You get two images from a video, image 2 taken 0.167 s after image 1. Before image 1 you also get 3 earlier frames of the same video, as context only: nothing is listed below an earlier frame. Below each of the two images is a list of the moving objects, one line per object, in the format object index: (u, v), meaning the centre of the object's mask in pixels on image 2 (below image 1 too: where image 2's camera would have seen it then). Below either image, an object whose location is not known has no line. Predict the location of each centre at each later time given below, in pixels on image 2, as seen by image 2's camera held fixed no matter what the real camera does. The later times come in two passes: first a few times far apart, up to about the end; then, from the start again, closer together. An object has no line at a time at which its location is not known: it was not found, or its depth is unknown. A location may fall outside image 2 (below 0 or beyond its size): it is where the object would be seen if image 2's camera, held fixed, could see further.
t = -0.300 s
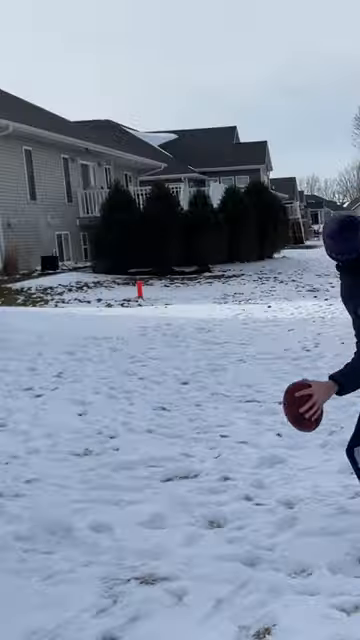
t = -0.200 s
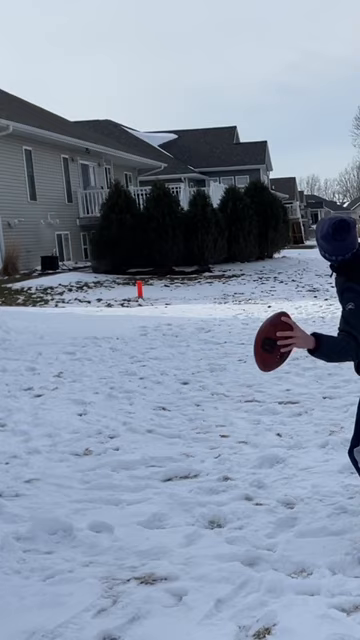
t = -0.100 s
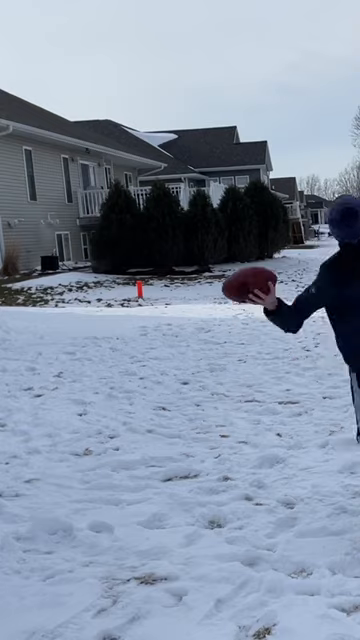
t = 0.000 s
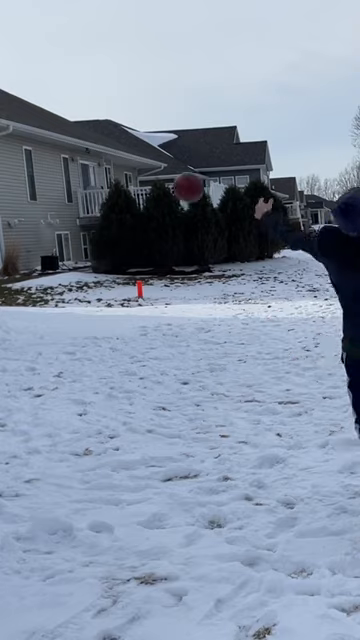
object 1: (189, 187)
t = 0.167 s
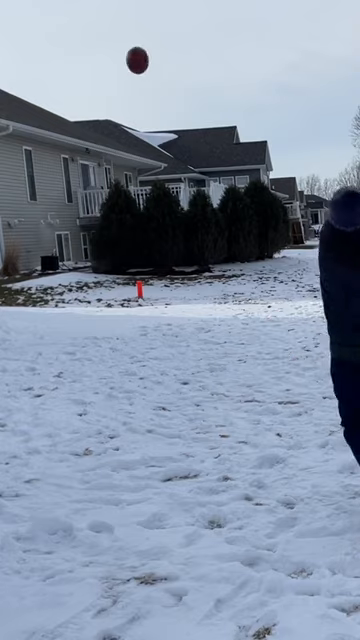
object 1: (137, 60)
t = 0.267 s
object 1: (119, 27)
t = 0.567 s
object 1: (92, 20)
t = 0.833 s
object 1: (85, 65)
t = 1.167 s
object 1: (87, 147)
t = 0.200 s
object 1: (131, 47)
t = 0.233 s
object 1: (125, 36)
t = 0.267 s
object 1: (119, 27)
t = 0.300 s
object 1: (114, 21)
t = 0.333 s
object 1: (110, 17)
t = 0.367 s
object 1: (106, 14)
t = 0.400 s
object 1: (103, 13)
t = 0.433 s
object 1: (100, 13)
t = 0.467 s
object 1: (98, 13)
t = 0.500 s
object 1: (96, 15)
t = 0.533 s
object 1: (94, 17)
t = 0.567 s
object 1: (92, 20)
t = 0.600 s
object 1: (90, 24)
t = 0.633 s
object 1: (89, 29)
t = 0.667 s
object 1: (88, 34)
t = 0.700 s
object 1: (87, 39)
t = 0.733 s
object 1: (86, 46)
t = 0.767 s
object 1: (86, 52)
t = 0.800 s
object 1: (85, 59)
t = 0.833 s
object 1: (85, 65)
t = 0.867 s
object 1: (85, 73)
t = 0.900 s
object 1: (85, 80)
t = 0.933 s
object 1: (85, 88)
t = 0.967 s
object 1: (85, 96)
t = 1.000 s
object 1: (85, 104)
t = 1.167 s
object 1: (87, 147)
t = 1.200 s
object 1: (87, 154)
